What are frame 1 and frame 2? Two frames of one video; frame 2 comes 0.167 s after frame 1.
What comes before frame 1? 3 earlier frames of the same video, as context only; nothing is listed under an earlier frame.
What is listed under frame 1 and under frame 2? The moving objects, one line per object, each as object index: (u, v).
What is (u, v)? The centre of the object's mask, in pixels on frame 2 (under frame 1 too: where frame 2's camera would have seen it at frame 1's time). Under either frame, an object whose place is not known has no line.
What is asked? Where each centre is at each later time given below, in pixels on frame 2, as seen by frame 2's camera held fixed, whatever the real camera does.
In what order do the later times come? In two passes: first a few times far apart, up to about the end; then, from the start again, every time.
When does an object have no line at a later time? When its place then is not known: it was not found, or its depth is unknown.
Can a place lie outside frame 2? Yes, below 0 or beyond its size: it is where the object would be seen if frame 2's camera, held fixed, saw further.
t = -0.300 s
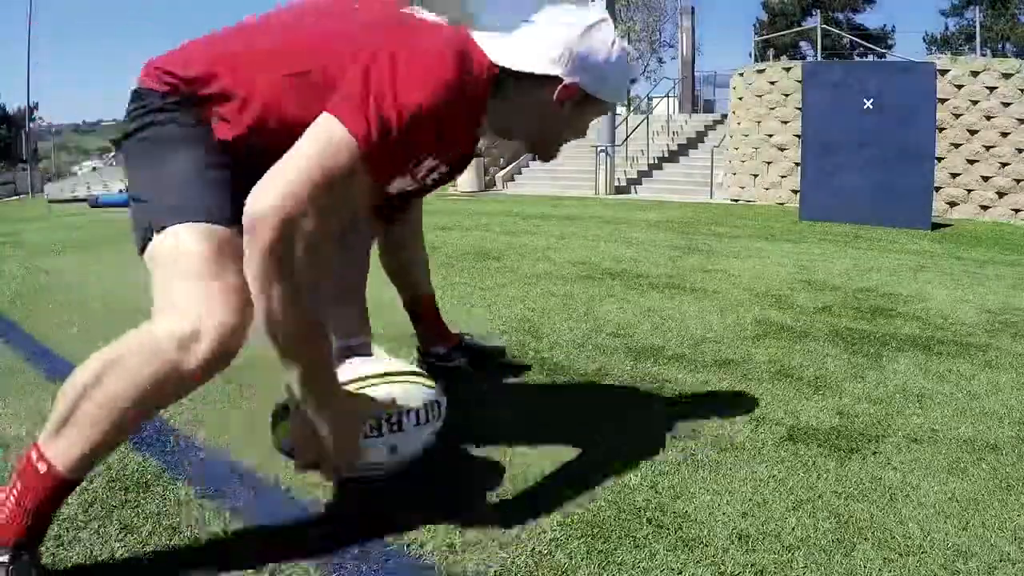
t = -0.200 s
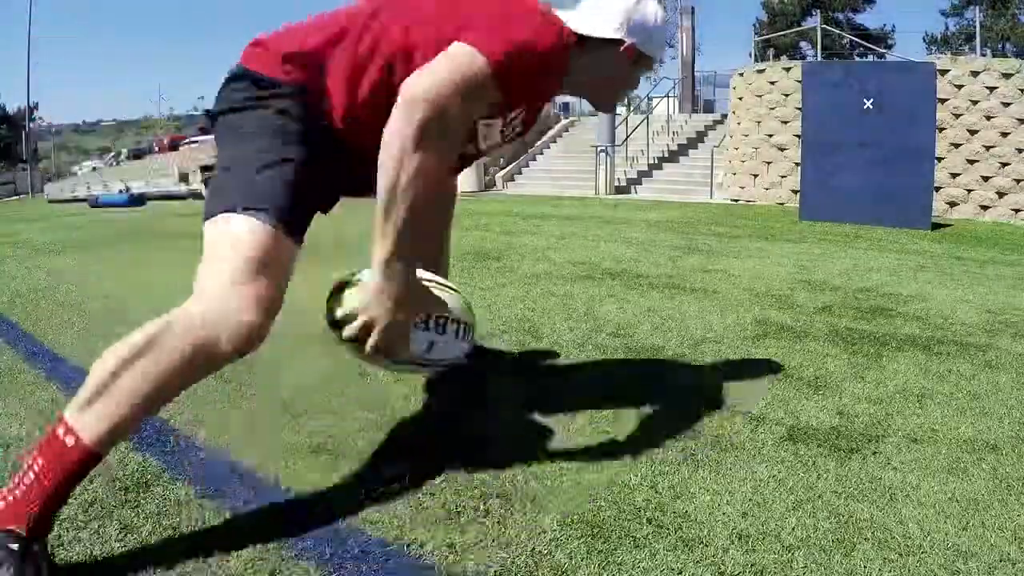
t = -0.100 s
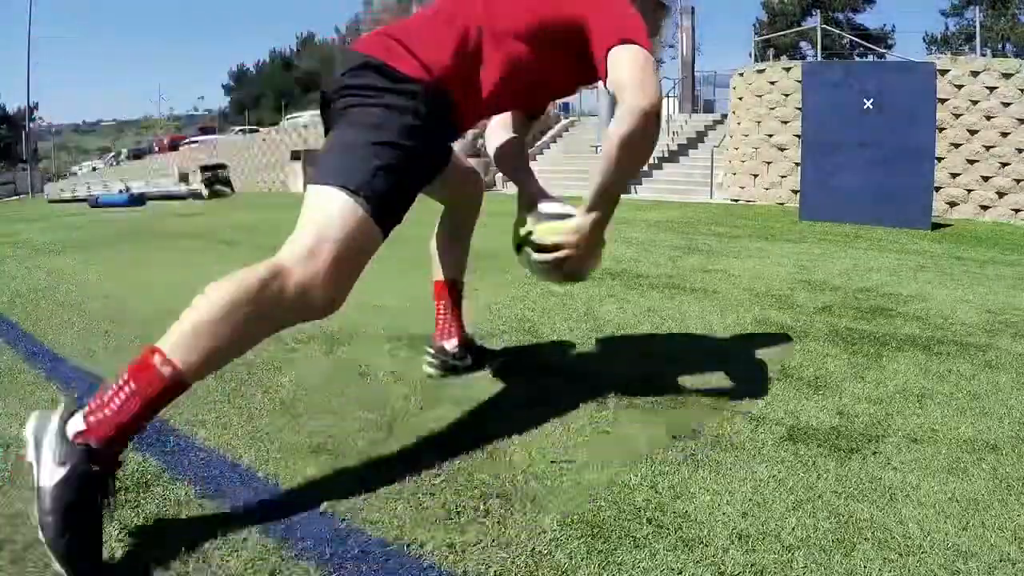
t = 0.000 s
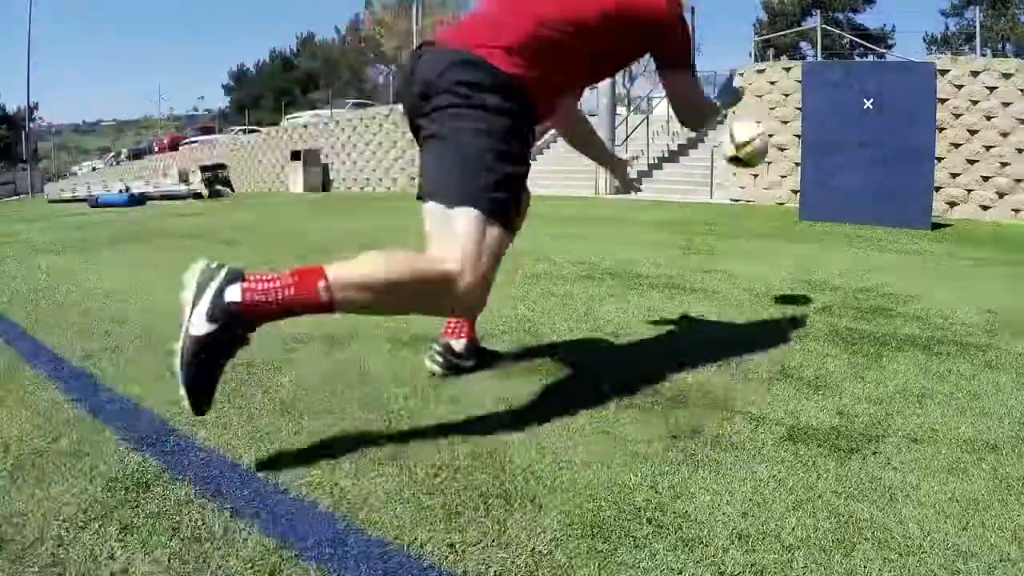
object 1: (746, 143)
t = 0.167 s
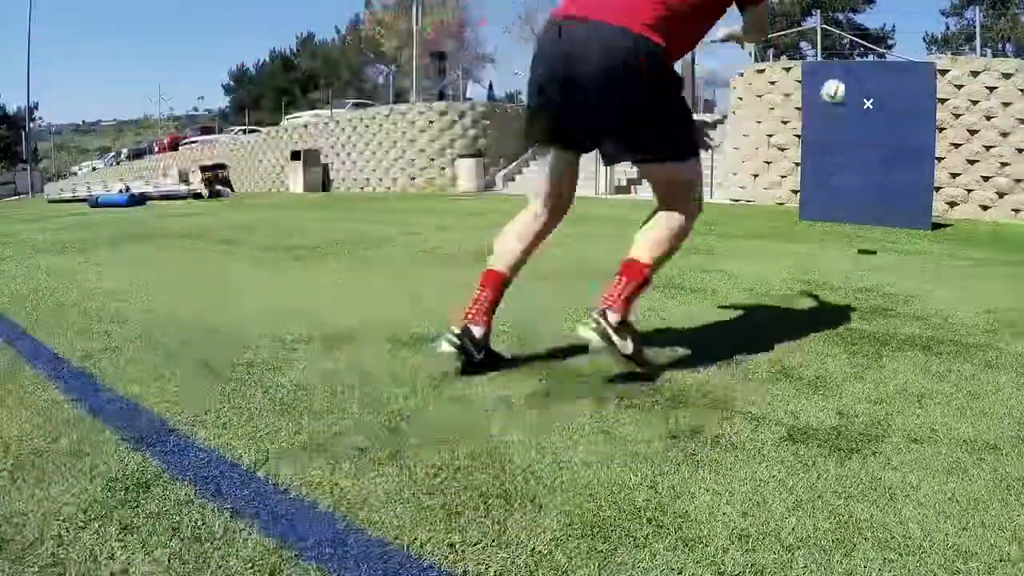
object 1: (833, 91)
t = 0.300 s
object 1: (861, 95)
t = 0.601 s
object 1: (900, 215)
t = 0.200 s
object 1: (842, 91)
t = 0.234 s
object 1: (849, 91)
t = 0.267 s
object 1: (855, 93)
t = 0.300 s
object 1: (861, 95)
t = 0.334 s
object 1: (867, 97)
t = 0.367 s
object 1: (870, 104)
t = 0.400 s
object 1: (873, 111)
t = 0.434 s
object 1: (877, 122)
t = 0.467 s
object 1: (882, 137)
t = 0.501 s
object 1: (885, 150)
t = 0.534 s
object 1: (890, 169)
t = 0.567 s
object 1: (895, 191)
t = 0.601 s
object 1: (900, 215)
